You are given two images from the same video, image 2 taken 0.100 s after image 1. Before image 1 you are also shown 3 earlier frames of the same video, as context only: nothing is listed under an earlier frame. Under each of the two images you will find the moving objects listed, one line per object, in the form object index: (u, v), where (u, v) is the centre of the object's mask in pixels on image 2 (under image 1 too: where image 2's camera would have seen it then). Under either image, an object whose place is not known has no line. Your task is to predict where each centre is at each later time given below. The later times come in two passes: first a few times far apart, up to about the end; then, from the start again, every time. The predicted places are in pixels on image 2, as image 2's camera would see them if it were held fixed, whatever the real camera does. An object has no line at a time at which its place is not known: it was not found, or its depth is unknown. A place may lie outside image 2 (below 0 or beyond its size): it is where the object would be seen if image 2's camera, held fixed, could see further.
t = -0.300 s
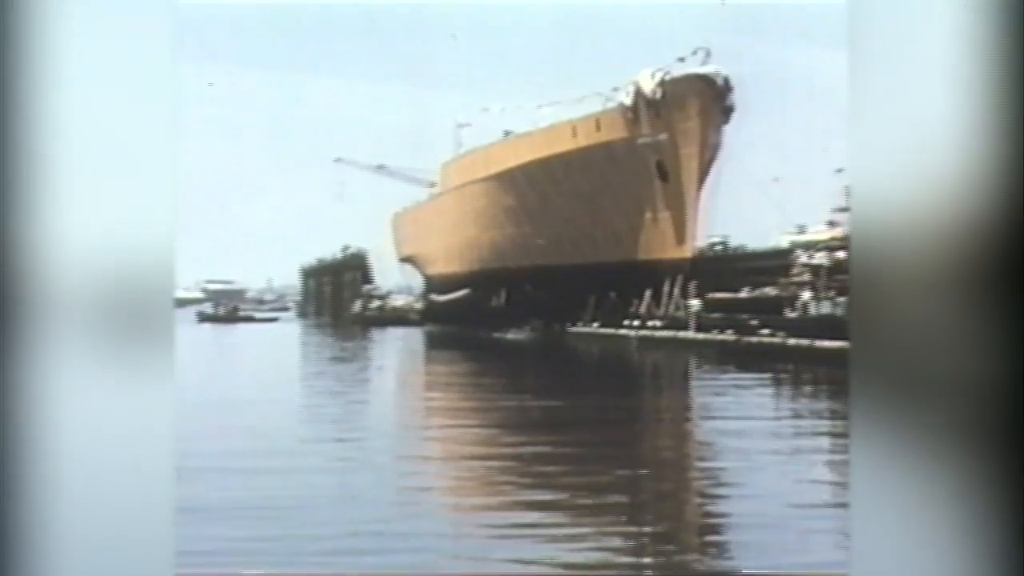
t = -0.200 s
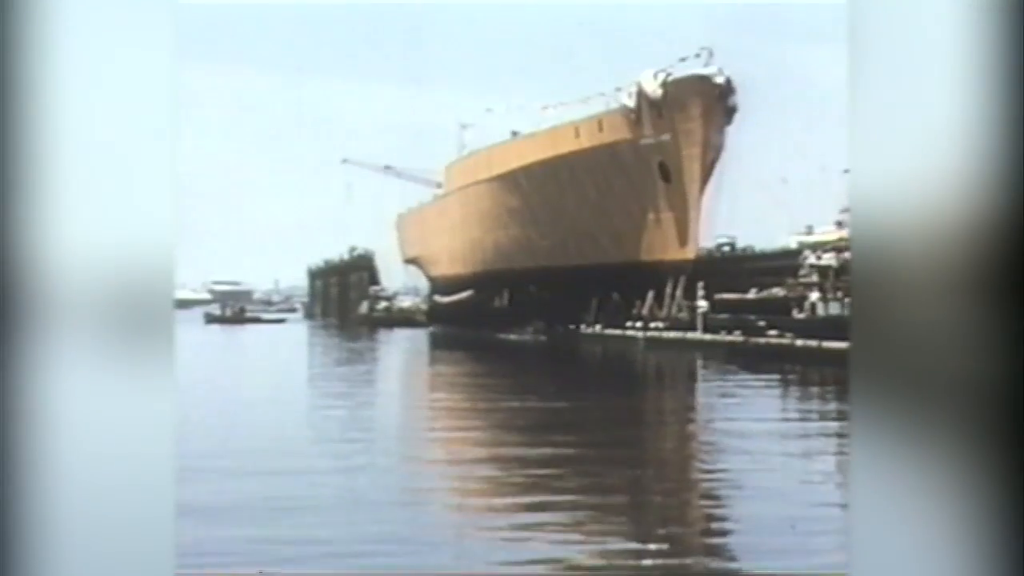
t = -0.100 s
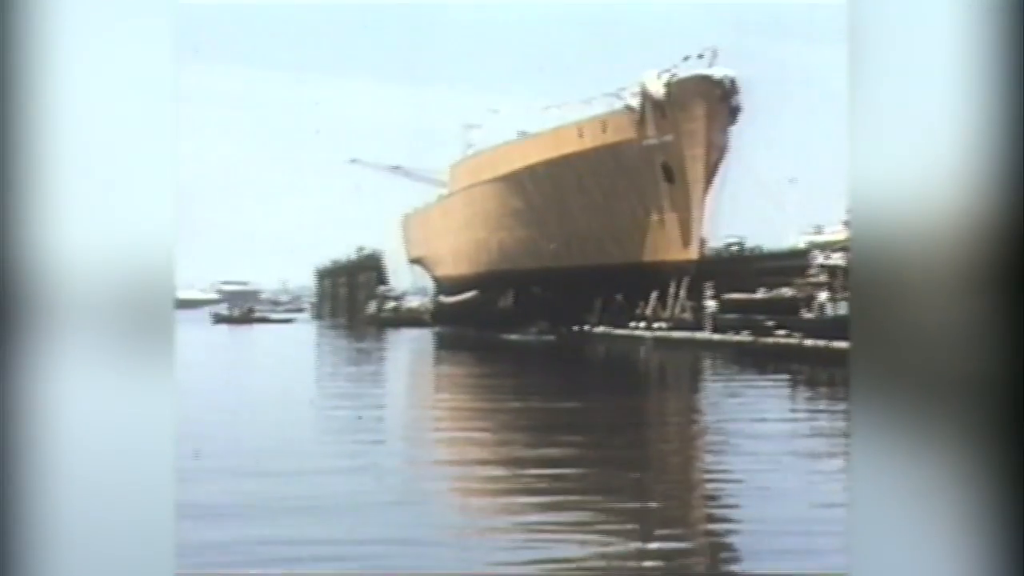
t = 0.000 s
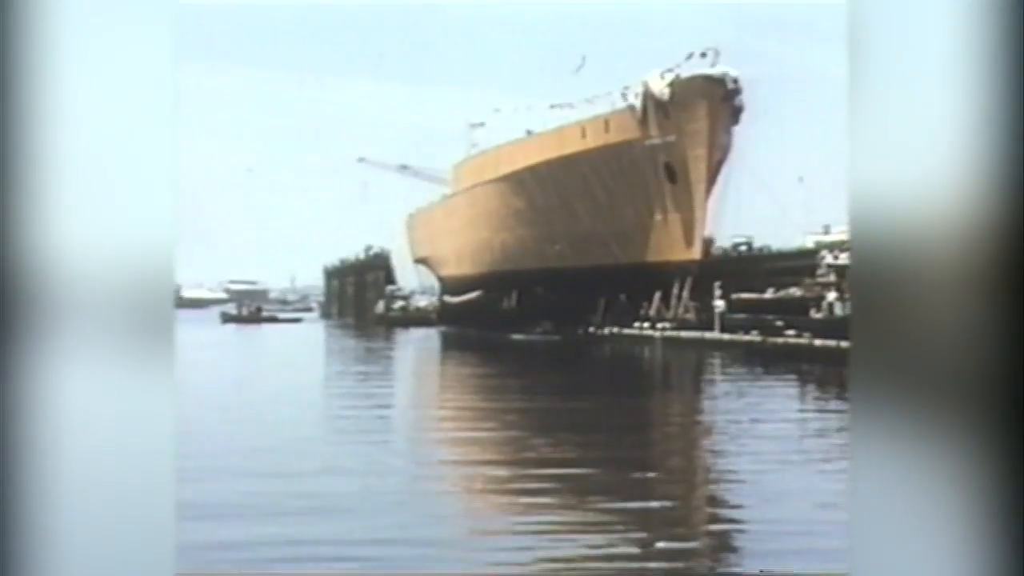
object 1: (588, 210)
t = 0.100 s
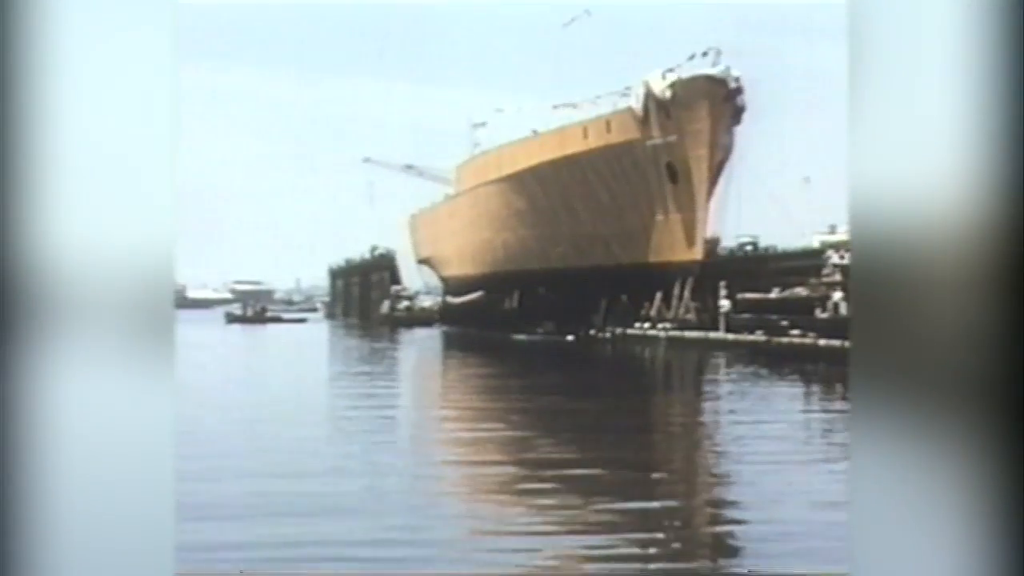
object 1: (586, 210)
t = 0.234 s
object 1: (581, 211)
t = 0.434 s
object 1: (575, 211)
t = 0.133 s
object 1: (584, 211)
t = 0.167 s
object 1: (584, 212)
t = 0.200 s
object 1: (584, 212)
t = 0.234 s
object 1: (581, 211)
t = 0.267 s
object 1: (581, 211)
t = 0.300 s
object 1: (579, 211)
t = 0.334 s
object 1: (579, 211)
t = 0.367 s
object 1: (578, 212)
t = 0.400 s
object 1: (577, 212)
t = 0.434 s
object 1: (575, 211)
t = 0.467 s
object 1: (573, 211)
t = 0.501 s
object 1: (571, 211)
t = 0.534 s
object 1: (571, 210)
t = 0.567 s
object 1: (569, 211)
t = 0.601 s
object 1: (569, 210)
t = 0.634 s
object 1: (567, 211)
